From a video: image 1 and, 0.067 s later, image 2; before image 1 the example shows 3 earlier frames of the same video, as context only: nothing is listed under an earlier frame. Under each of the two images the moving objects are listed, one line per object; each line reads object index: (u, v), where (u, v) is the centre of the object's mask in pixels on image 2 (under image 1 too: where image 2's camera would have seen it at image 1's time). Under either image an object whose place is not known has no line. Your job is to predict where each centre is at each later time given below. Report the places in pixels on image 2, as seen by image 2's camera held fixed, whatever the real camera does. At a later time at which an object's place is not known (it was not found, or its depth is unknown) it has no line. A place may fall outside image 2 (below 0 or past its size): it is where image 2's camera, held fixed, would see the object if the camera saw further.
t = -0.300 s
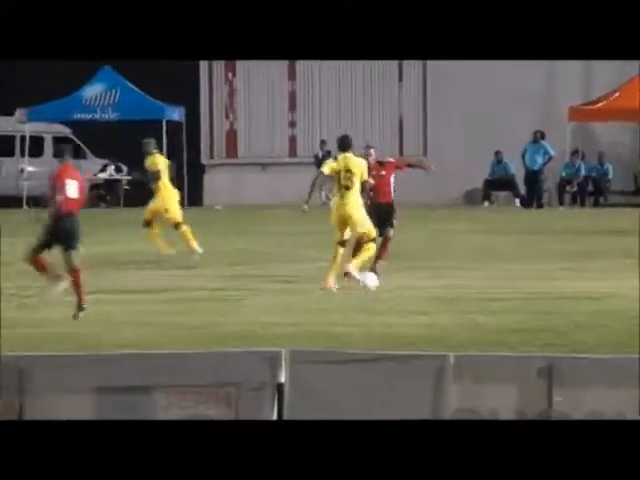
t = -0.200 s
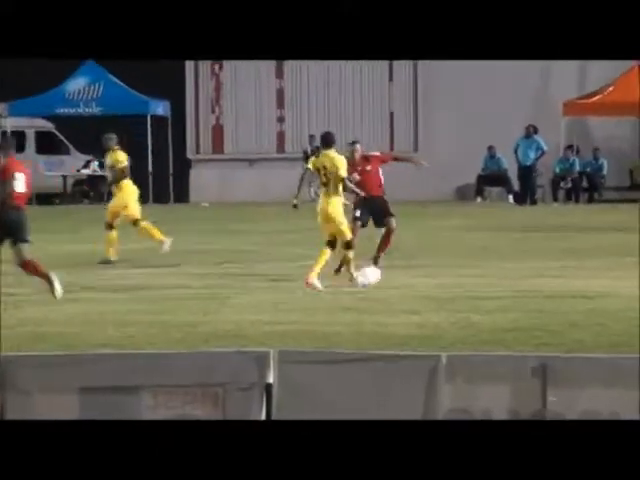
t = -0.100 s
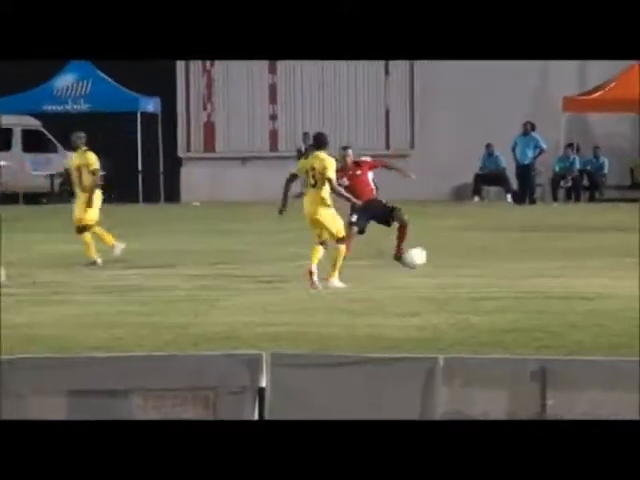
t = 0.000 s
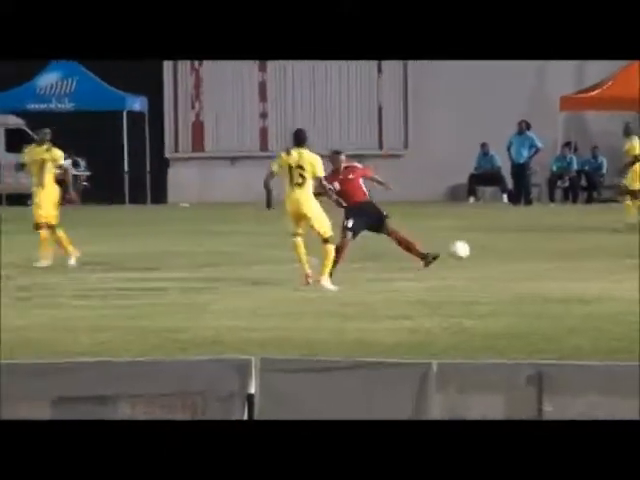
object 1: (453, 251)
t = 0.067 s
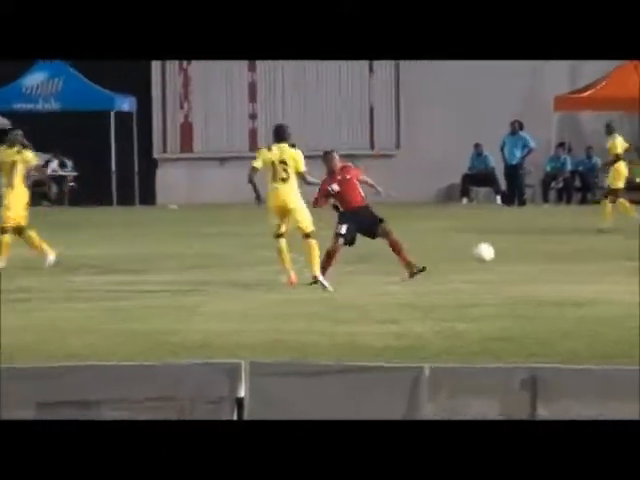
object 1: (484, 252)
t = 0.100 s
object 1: (499, 254)
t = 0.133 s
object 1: (515, 255)
